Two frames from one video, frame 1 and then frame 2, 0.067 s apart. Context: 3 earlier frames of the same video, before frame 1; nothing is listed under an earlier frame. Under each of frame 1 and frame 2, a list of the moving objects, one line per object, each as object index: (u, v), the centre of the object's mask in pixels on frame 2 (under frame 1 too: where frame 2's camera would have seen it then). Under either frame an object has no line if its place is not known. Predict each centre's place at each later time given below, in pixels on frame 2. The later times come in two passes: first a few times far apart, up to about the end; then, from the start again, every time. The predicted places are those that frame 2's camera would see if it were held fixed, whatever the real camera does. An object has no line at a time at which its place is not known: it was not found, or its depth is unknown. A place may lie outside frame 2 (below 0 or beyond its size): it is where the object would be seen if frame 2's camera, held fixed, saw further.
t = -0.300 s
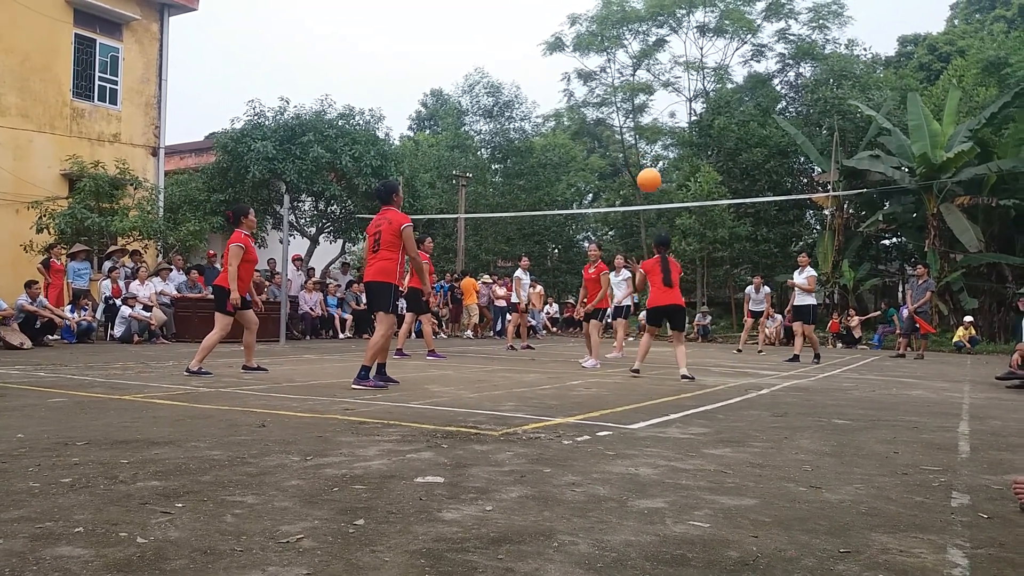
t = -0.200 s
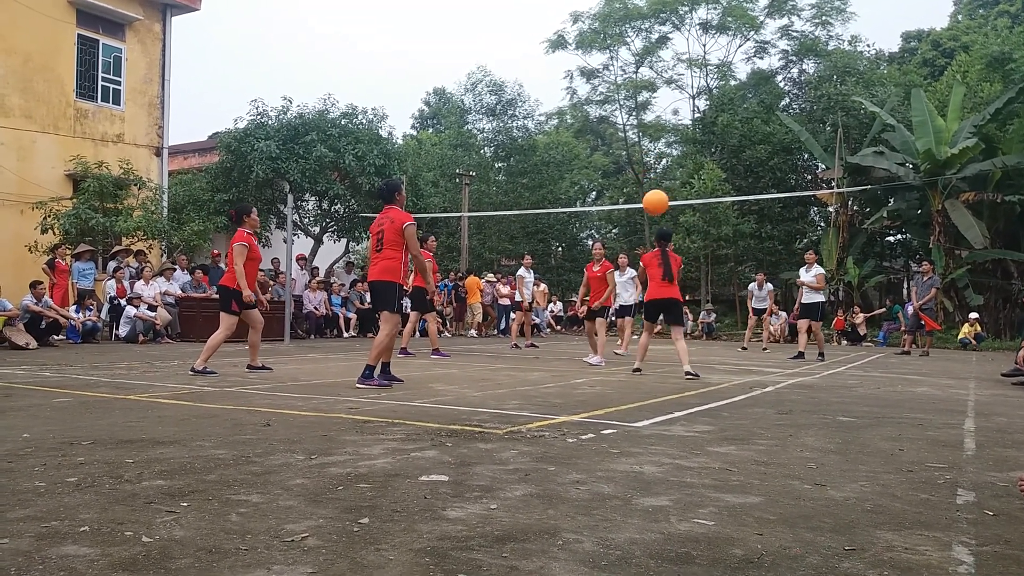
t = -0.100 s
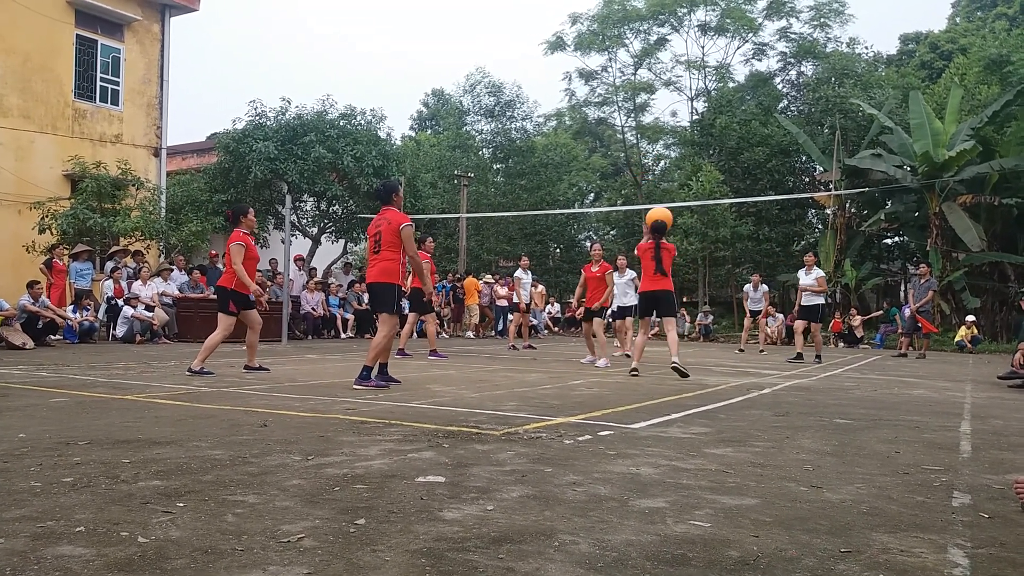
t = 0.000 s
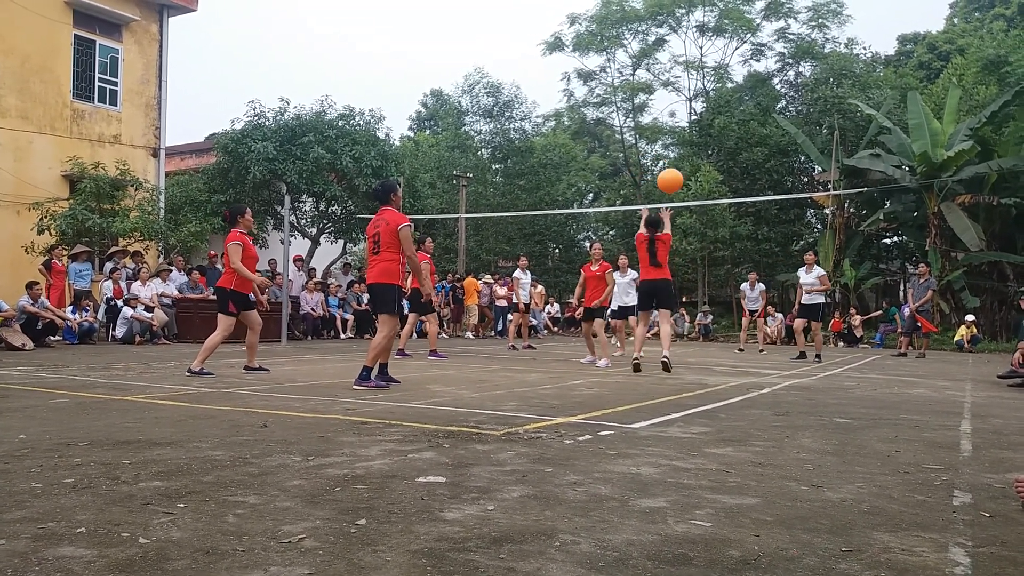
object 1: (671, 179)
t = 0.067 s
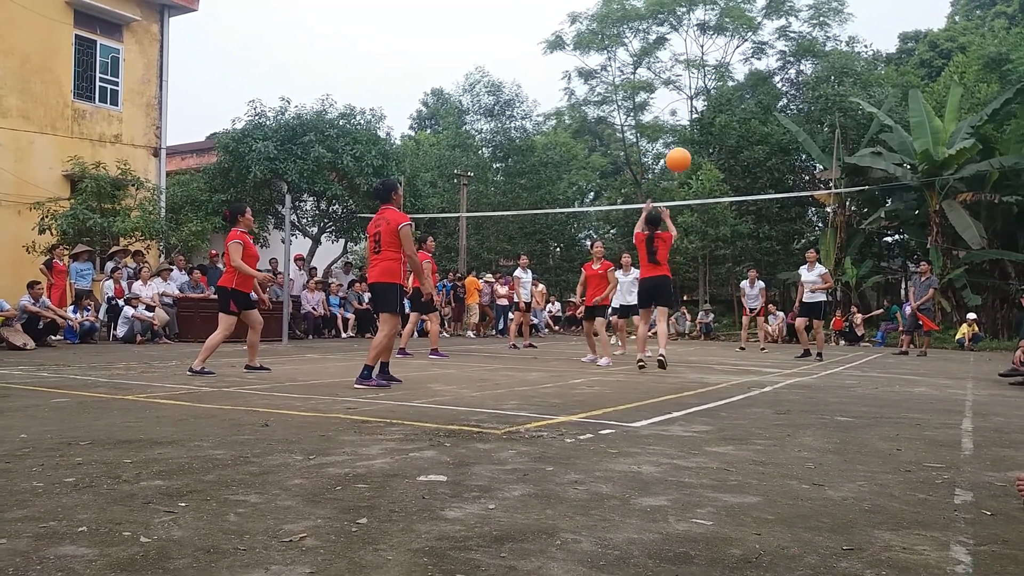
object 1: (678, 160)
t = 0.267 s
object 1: (696, 129)
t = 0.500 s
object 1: (713, 137)
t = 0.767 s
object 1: (728, 189)
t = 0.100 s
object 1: (682, 152)
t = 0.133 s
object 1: (685, 145)
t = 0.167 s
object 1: (688, 139)
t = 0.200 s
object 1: (691, 135)
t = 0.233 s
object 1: (694, 131)
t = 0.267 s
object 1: (696, 129)
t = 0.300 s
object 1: (699, 127)
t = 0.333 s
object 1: (701, 127)
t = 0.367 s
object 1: (704, 127)
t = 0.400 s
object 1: (707, 128)
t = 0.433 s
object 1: (709, 130)
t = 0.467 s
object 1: (711, 133)
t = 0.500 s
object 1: (713, 137)
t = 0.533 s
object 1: (715, 141)
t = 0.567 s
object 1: (717, 146)
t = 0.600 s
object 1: (719, 152)
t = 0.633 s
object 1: (721, 158)
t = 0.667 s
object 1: (723, 165)
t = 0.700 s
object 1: (725, 173)
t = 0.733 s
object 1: (727, 181)
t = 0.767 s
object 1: (728, 189)
